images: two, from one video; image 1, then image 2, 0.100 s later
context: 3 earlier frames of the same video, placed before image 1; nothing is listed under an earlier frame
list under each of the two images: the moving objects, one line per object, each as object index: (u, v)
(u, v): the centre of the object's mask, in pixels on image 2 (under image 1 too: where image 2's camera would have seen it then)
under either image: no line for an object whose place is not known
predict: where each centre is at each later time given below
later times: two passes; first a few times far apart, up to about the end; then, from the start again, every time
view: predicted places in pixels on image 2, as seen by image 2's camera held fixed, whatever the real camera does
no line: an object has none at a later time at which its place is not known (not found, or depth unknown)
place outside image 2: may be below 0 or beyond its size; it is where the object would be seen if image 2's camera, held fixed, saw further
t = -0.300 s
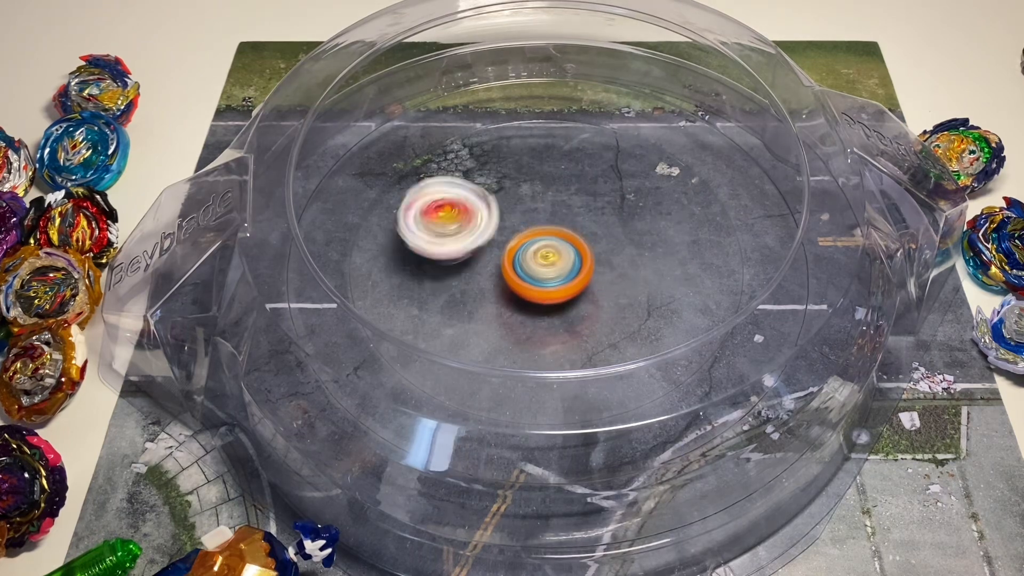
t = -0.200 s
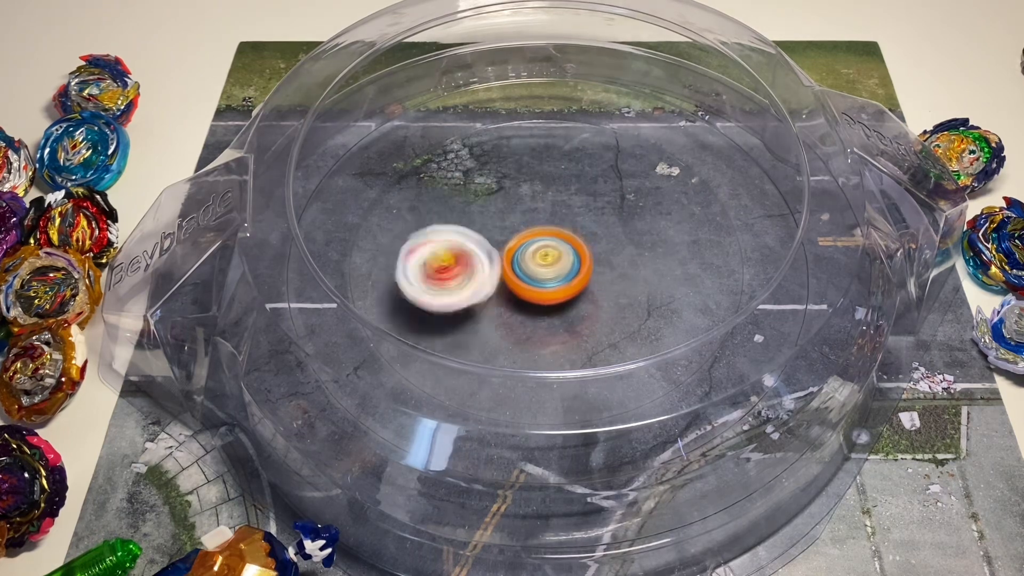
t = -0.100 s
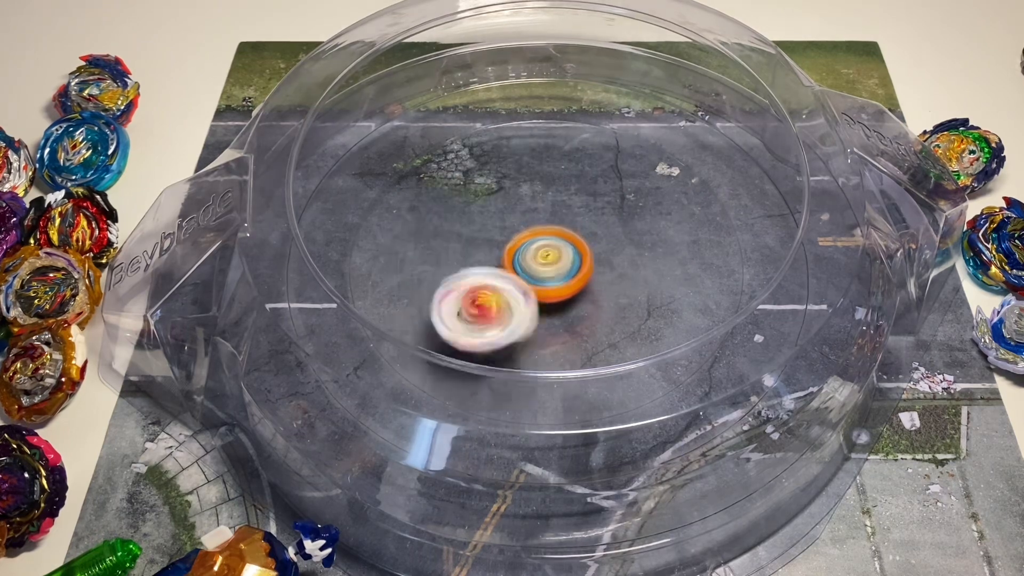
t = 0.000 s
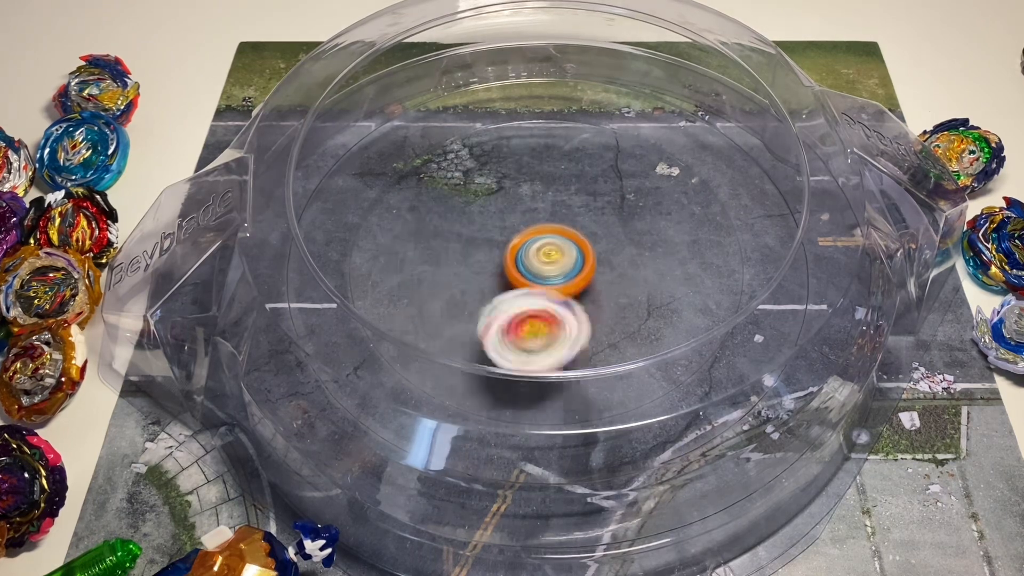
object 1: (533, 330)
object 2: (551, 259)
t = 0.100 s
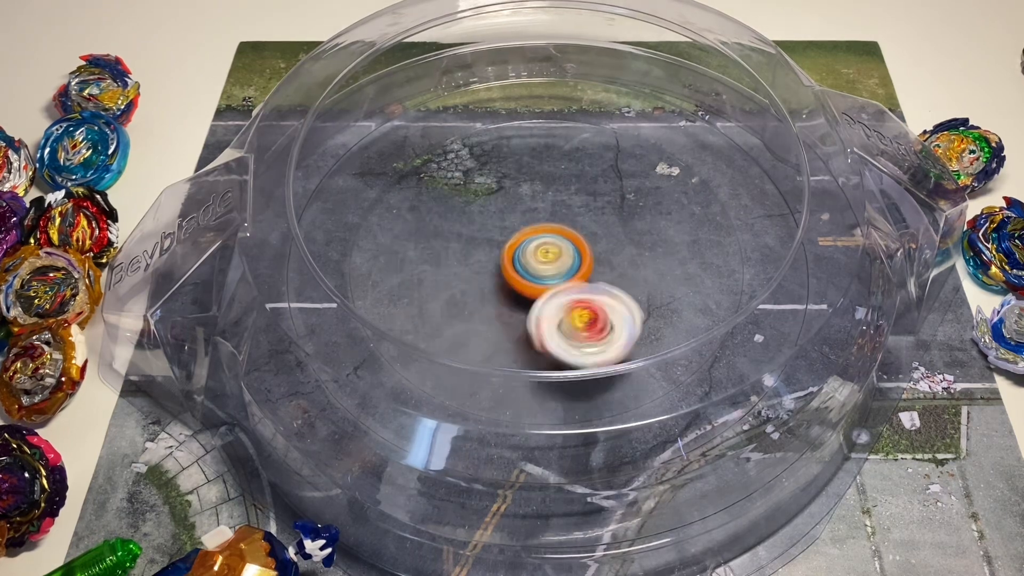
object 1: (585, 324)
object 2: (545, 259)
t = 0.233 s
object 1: (628, 289)
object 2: (539, 256)
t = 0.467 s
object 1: (615, 220)
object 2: (523, 257)
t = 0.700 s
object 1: (597, 191)
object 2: (492, 268)
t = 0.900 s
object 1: (560, 214)
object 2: (495, 281)
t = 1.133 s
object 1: (586, 241)
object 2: (503, 291)
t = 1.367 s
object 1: (606, 250)
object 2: (515, 288)
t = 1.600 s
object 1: (617, 244)
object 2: (509, 277)
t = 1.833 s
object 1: (642, 232)
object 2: (469, 256)
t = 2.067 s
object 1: (632, 229)
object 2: (493, 252)
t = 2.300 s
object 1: (689, 329)
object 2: (464, 176)
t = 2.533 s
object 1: (669, 363)
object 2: (487, 181)
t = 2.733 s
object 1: (600, 339)
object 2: (538, 228)
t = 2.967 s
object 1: (527, 281)
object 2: (636, 239)
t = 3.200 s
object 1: (501, 259)
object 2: (653, 200)
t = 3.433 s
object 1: (521, 267)
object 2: (605, 202)
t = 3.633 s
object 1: (504, 278)
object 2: (586, 227)
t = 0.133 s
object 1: (599, 316)
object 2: (543, 259)
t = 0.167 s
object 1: (610, 307)
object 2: (542, 260)
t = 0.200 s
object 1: (618, 298)
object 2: (541, 258)
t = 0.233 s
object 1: (628, 289)
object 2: (539, 256)
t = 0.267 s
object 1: (633, 278)
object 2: (538, 255)
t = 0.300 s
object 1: (635, 267)
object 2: (536, 255)
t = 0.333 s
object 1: (634, 255)
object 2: (534, 256)
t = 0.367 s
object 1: (629, 245)
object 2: (532, 256)
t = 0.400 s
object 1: (626, 235)
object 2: (529, 256)
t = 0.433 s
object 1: (622, 227)
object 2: (525, 256)
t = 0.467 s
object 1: (615, 220)
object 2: (523, 257)
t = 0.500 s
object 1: (606, 215)
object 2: (521, 258)
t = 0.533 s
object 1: (608, 209)
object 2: (510, 259)
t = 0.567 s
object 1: (610, 202)
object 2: (499, 261)
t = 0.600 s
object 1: (611, 197)
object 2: (493, 262)
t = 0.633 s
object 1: (608, 194)
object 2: (490, 264)
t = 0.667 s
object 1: (603, 192)
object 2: (491, 267)
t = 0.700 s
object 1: (597, 191)
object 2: (492, 268)
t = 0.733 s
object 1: (590, 192)
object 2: (492, 270)
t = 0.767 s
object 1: (582, 194)
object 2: (494, 272)
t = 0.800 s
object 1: (574, 199)
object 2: (496, 273)
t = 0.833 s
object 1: (565, 206)
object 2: (498, 274)
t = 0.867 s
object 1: (560, 212)
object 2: (498, 276)
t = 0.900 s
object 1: (560, 214)
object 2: (495, 281)
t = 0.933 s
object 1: (561, 218)
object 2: (495, 283)
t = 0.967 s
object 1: (562, 224)
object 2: (496, 285)
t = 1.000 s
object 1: (570, 227)
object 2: (493, 288)
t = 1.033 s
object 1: (574, 230)
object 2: (494, 289)
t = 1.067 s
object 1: (580, 234)
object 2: (496, 291)
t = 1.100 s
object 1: (582, 238)
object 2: (500, 292)
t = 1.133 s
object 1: (586, 241)
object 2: (503, 291)
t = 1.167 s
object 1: (590, 244)
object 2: (505, 292)
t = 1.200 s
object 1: (596, 245)
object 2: (507, 291)
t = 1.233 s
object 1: (599, 247)
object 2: (509, 291)
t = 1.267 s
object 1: (602, 247)
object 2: (511, 291)
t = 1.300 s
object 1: (602, 249)
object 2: (513, 290)
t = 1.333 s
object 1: (605, 249)
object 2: (513, 289)
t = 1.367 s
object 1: (606, 250)
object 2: (515, 288)
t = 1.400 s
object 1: (608, 250)
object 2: (515, 287)
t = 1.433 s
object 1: (608, 251)
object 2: (515, 286)
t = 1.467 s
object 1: (609, 250)
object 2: (515, 284)
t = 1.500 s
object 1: (609, 249)
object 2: (516, 283)
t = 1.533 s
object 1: (610, 247)
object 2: (515, 281)
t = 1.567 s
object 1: (614, 246)
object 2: (510, 279)
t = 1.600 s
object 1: (617, 244)
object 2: (509, 277)
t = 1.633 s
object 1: (615, 241)
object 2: (509, 275)
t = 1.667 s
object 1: (612, 240)
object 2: (510, 273)
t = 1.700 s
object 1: (606, 240)
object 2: (510, 271)
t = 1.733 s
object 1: (600, 241)
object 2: (510, 269)
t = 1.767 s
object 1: (614, 243)
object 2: (492, 265)
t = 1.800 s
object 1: (635, 234)
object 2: (477, 260)
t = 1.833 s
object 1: (642, 232)
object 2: (469, 256)
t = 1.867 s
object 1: (654, 227)
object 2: (465, 252)
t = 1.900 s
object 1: (658, 221)
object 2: (467, 251)
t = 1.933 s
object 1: (656, 221)
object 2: (470, 251)
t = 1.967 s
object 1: (655, 219)
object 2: (476, 251)
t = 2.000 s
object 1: (647, 221)
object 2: (481, 252)
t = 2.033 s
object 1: (641, 225)
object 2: (488, 251)
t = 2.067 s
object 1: (632, 229)
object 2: (493, 252)
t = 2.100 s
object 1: (621, 236)
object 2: (500, 251)
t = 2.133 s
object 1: (610, 241)
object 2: (506, 250)
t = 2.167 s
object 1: (605, 250)
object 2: (508, 248)
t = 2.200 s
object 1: (629, 269)
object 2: (493, 223)
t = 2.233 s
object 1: (643, 279)
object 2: (481, 203)
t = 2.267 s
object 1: (667, 297)
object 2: (470, 188)
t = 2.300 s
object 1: (689, 329)
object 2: (464, 176)
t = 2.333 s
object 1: (693, 322)
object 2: (461, 168)
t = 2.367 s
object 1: (700, 326)
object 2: (461, 165)
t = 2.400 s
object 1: (706, 344)
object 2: (464, 166)
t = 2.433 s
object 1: (700, 349)
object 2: (467, 168)
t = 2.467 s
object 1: (689, 358)
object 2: (473, 171)
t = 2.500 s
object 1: (677, 362)
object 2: (478, 175)
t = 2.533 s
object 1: (669, 363)
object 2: (487, 181)
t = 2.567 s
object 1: (660, 365)
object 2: (494, 187)
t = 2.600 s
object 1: (648, 364)
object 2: (502, 194)
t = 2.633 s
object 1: (637, 363)
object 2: (511, 201)
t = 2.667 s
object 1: (626, 358)
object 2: (521, 211)
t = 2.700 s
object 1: (608, 342)
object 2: (528, 219)
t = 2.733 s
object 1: (600, 339)
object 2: (538, 228)
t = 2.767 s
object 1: (590, 334)
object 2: (549, 233)
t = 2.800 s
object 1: (577, 326)
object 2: (564, 241)
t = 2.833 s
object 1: (565, 316)
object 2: (578, 245)
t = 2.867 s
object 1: (553, 305)
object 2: (594, 248)
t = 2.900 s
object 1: (543, 296)
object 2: (608, 247)
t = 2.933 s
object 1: (535, 288)
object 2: (625, 243)
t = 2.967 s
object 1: (527, 281)
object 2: (636, 239)
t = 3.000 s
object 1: (519, 274)
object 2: (646, 232)
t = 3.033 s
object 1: (514, 267)
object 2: (654, 227)
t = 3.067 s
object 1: (509, 262)
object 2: (658, 220)
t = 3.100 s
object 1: (505, 260)
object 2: (661, 214)
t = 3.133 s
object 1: (503, 259)
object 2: (661, 210)
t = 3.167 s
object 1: (501, 259)
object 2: (658, 205)
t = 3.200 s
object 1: (501, 259)
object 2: (653, 200)
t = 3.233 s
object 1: (503, 259)
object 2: (647, 195)
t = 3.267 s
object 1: (505, 260)
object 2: (641, 192)
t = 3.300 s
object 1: (507, 260)
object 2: (635, 191)
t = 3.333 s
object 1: (510, 261)
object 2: (628, 192)
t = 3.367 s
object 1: (513, 263)
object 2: (621, 195)
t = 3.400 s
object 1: (517, 265)
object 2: (613, 198)
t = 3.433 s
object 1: (521, 267)
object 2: (605, 202)
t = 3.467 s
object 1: (524, 269)
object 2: (598, 208)
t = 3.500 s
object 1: (525, 270)
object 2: (589, 214)
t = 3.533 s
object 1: (525, 269)
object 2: (582, 221)
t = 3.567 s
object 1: (518, 271)
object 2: (581, 226)
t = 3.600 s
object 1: (508, 275)
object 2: (585, 226)
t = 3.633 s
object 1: (504, 278)
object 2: (586, 227)
